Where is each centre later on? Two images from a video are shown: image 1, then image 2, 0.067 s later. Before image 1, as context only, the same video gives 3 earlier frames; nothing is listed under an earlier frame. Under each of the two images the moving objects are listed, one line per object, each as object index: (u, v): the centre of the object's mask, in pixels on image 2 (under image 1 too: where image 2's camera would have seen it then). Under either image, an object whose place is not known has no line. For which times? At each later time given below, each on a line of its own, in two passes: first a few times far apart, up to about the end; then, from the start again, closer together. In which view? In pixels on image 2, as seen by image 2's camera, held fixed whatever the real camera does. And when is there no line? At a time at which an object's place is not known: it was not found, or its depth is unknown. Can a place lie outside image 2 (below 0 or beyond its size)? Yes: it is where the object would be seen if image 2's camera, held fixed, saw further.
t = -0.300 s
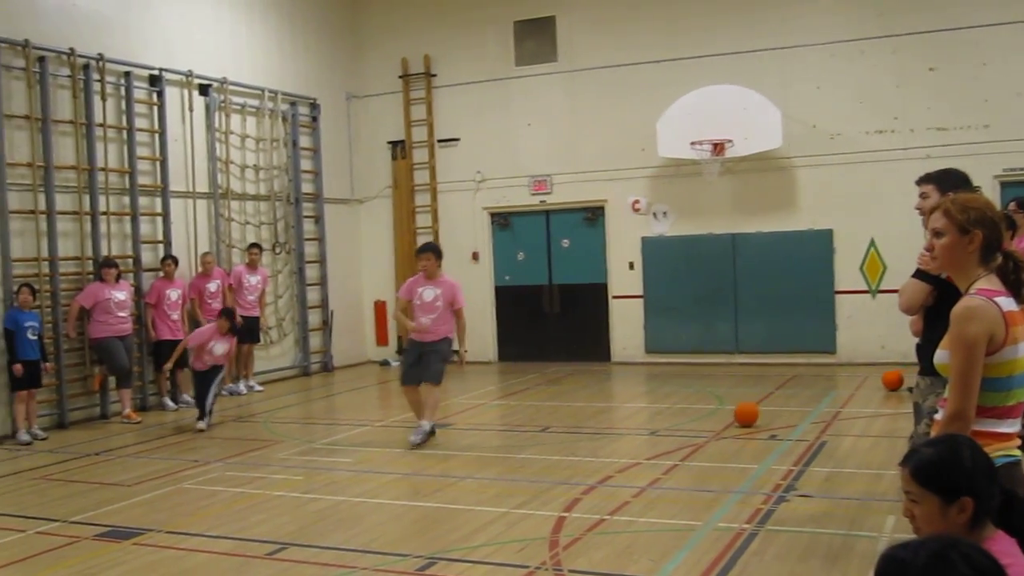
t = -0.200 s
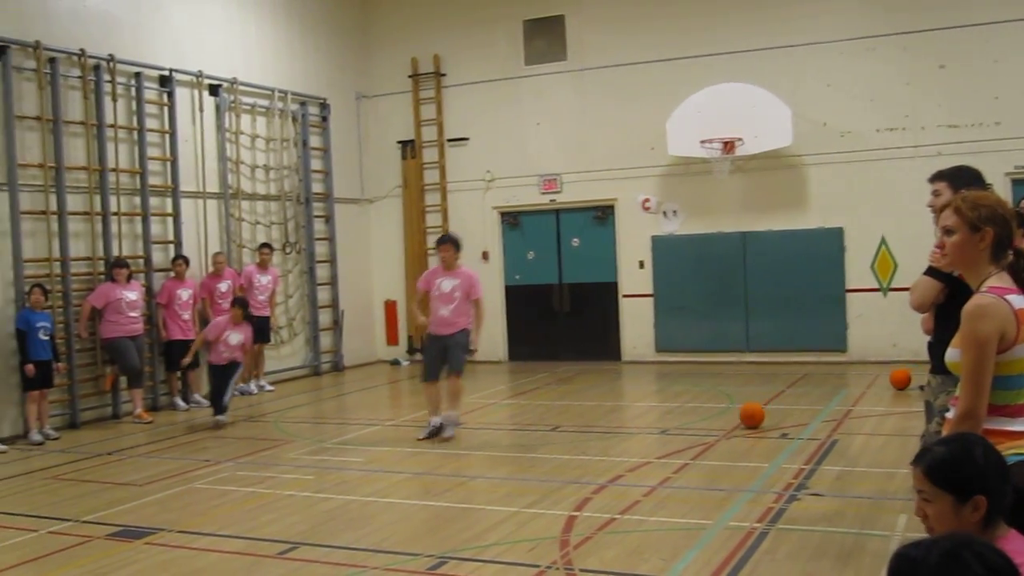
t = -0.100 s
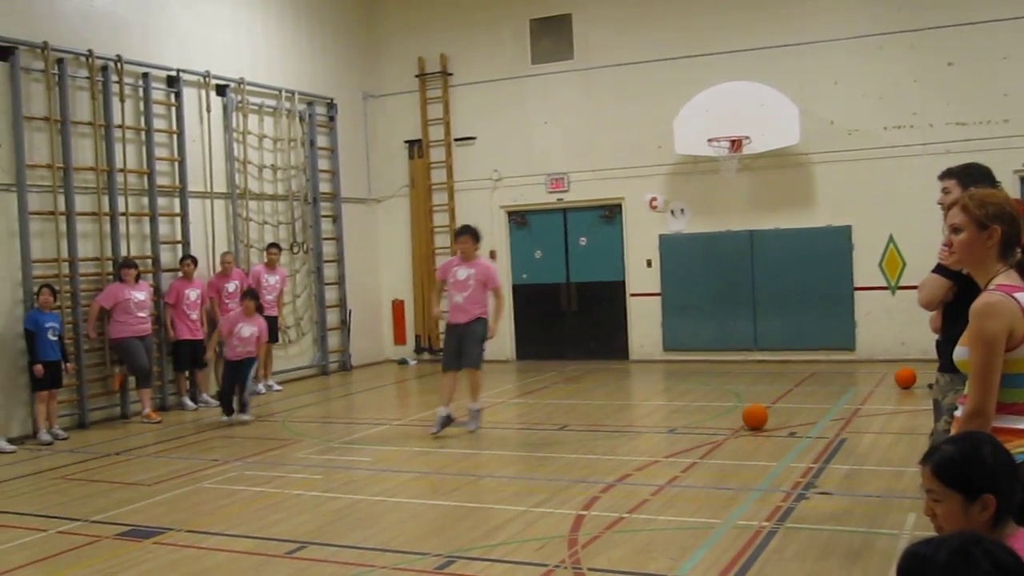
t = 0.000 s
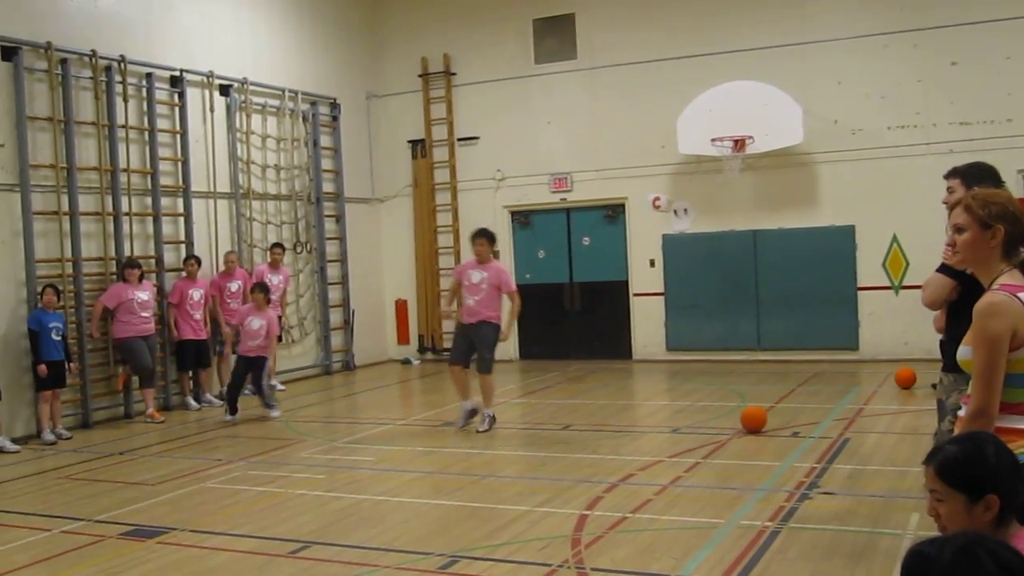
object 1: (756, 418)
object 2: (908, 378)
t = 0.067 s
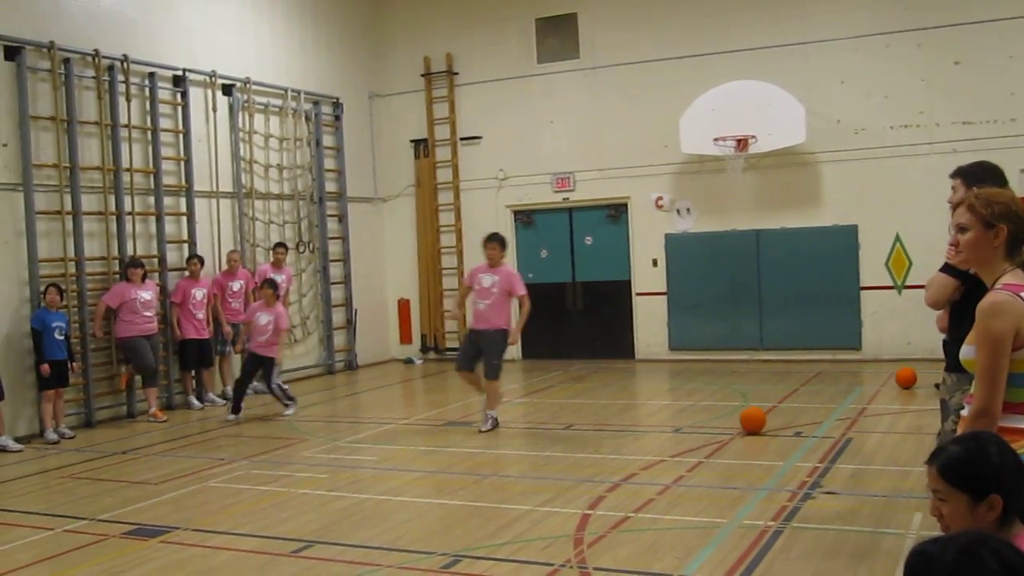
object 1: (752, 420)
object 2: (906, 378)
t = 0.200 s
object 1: (746, 424)
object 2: (901, 378)
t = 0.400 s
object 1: (737, 429)
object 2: (896, 379)
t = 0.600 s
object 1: (728, 434)
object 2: (890, 380)
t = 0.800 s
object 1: (719, 441)
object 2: (884, 380)
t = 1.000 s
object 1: (711, 446)
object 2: (878, 381)
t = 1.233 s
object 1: (701, 452)
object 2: (872, 381)
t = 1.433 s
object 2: (866, 382)
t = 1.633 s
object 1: (686, 466)
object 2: (861, 382)
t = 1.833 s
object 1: (680, 472)
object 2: (856, 382)
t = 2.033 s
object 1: (674, 478)
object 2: (852, 382)
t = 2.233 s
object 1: (668, 484)
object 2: (849, 382)
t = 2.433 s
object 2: (846, 383)
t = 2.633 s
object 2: (843, 383)
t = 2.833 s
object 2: (840, 384)
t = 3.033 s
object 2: (838, 384)
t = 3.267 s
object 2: (836, 384)
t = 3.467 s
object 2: (835, 384)
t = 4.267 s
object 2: (835, 385)
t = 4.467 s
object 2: (836, 385)
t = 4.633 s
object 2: (836, 385)
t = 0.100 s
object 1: (751, 421)
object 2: (905, 378)
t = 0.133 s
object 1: (749, 422)
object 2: (903, 378)
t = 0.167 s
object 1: (747, 423)
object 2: (902, 378)
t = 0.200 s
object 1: (746, 424)
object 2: (901, 378)
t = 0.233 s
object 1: (744, 425)
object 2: (900, 378)
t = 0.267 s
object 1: (743, 426)
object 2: (899, 378)
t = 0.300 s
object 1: (742, 426)
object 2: (898, 378)
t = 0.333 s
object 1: (740, 427)
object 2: (897, 378)
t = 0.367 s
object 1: (738, 428)
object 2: (896, 379)
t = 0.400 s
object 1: (737, 429)
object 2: (896, 379)
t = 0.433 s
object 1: (735, 430)
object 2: (895, 379)
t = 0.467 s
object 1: (734, 431)
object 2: (894, 379)
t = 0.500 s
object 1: (732, 432)
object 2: (892, 380)
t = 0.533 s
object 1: (731, 433)
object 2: (891, 380)
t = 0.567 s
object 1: (729, 434)
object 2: (890, 380)
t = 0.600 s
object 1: (728, 434)
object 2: (890, 380)
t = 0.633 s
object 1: (726, 435)
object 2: (888, 380)
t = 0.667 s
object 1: (725, 436)
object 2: (887, 380)
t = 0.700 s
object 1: (723, 437)
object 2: (887, 380)
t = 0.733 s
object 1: (721, 439)
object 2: (886, 380)
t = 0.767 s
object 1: (720, 440)
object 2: (885, 380)
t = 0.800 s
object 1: (719, 441)
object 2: (884, 380)
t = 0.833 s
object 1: (717, 442)
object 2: (883, 380)
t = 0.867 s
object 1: (716, 442)
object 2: (882, 381)
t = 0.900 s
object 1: (715, 443)
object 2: (881, 380)
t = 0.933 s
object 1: (713, 444)
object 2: (880, 380)
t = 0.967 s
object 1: (712, 445)
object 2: (879, 381)
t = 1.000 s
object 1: (711, 446)
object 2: (878, 381)
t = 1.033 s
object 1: (709, 447)
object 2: (877, 381)
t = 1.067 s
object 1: (708, 448)
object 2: (876, 381)
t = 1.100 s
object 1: (707, 449)
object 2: (875, 381)
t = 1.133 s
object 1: (705, 450)
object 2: (874, 381)
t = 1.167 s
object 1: (704, 451)
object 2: (873, 382)
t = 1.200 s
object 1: (702, 451)
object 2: (873, 382)
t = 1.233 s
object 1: (701, 452)
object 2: (872, 381)
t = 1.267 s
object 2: (871, 382)
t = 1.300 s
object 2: (870, 382)
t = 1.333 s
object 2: (869, 382)
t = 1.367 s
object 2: (868, 382)
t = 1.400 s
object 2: (867, 382)
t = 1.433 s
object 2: (866, 382)
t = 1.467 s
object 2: (865, 382)
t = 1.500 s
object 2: (864, 382)
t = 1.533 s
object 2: (863, 382)
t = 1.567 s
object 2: (862, 382)
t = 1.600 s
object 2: (862, 382)
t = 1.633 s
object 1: (686, 466)
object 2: (861, 382)
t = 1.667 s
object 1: (685, 467)
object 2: (860, 382)
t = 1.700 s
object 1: (684, 468)
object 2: (859, 382)
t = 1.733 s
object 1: (683, 469)
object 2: (858, 382)
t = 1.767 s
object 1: (682, 470)
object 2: (858, 382)
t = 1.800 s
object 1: (681, 471)
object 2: (857, 382)
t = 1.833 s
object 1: (680, 472)
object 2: (856, 382)
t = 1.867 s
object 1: (679, 473)
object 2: (855, 382)
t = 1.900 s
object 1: (678, 474)
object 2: (855, 382)
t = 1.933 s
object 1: (677, 475)
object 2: (854, 382)
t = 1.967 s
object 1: (676, 476)
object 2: (853, 382)
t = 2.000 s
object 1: (675, 477)
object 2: (853, 382)
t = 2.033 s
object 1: (674, 478)
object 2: (852, 382)
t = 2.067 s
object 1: (673, 480)
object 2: (851, 383)
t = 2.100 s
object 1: (672, 481)
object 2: (851, 382)
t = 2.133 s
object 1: (671, 482)
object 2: (850, 382)
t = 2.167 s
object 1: (670, 482)
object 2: (850, 382)
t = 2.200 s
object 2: (849, 382)
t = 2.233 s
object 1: (668, 484)
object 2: (849, 382)
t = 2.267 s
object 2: (849, 382)
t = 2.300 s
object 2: (848, 382)
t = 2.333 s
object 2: (847, 383)
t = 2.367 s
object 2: (846, 383)
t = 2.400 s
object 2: (846, 383)
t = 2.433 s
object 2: (846, 383)
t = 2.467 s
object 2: (845, 383)
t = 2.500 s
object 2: (845, 383)
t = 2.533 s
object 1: (658, 493)
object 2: (844, 383)
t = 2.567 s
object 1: (657, 494)
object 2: (844, 383)
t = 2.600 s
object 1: (656, 494)
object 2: (843, 383)
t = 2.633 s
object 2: (843, 383)
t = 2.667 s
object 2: (842, 383)
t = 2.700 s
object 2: (842, 383)
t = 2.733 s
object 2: (842, 383)
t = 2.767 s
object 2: (841, 383)
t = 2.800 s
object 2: (841, 384)
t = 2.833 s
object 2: (840, 384)
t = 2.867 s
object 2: (840, 384)
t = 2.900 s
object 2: (840, 383)
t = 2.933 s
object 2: (839, 384)
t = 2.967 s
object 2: (839, 384)
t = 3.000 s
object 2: (839, 384)
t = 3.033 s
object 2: (838, 384)
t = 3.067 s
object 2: (838, 384)
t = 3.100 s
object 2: (838, 384)
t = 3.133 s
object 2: (838, 384)
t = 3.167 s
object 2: (837, 384)
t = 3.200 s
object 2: (837, 384)
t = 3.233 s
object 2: (837, 384)
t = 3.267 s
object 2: (836, 384)
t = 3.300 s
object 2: (836, 384)
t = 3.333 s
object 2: (836, 384)
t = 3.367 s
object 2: (835, 384)
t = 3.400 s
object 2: (835, 384)
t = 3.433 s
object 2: (835, 384)
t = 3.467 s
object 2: (835, 384)
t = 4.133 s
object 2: (835, 385)
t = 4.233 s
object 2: (835, 385)
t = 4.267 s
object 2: (835, 385)
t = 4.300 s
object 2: (835, 385)
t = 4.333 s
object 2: (835, 385)
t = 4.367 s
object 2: (836, 385)
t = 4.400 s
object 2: (835, 385)
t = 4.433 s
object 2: (836, 385)
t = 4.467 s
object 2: (836, 385)
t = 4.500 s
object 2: (836, 385)
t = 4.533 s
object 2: (836, 385)
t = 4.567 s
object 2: (836, 385)
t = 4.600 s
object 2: (836, 384)
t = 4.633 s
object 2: (836, 385)
